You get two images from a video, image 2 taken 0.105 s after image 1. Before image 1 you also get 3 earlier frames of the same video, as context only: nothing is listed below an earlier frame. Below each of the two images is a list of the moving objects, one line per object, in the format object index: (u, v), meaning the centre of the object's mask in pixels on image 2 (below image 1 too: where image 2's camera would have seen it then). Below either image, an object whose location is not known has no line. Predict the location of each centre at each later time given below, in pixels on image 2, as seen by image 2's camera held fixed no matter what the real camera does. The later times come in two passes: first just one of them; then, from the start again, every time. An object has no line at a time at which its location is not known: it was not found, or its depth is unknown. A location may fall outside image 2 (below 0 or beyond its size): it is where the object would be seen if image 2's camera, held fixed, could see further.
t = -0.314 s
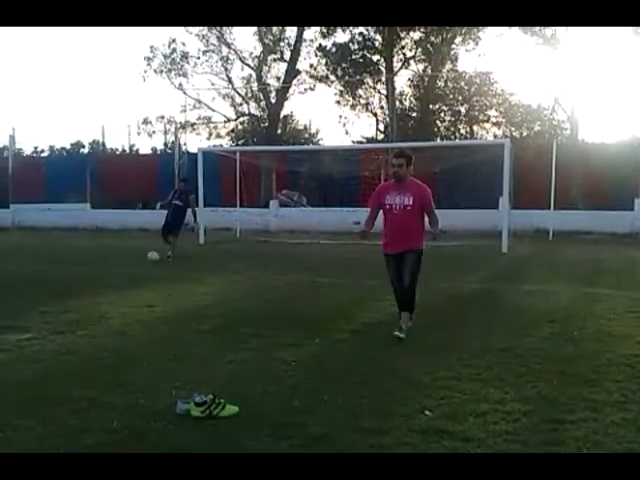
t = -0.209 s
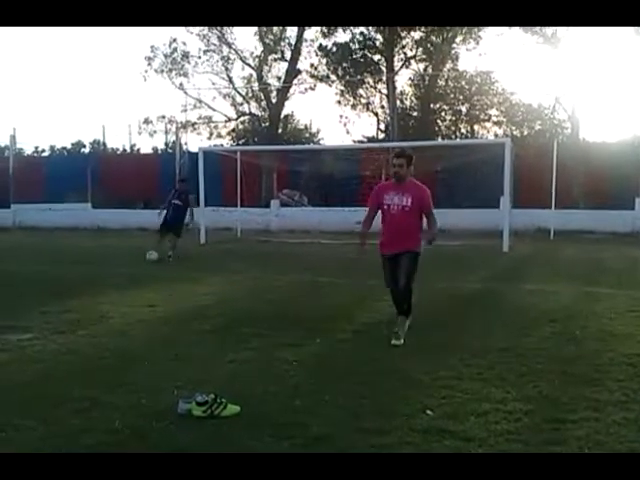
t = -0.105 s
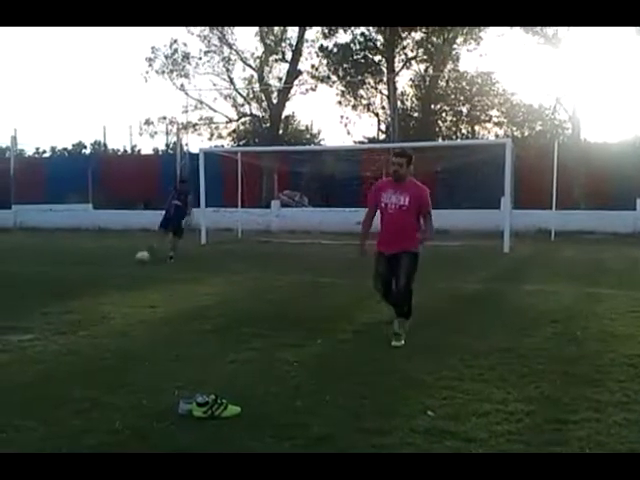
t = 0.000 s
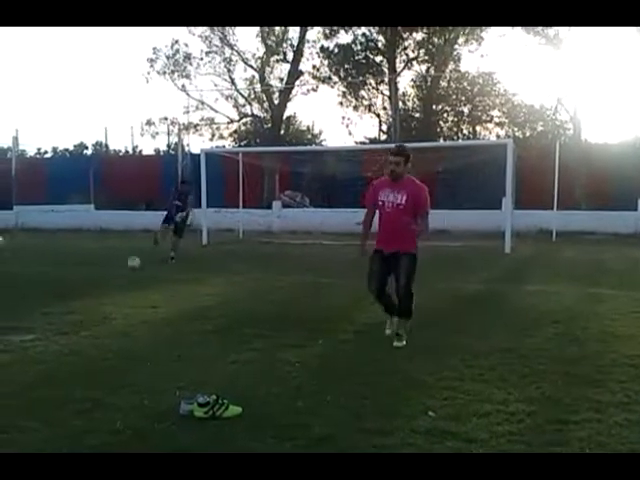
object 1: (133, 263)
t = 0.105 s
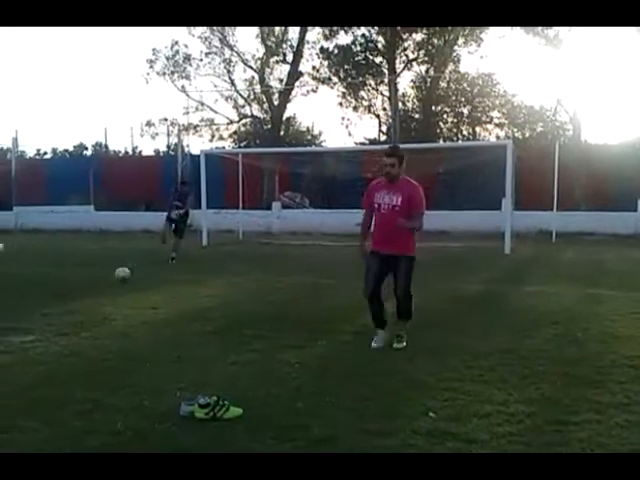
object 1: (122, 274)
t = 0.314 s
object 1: (100, 283)
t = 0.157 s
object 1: (117, 273)
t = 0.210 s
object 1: (112, 277)
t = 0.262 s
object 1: (105, 282)
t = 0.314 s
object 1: (100, 283)
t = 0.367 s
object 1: (95, 284)
